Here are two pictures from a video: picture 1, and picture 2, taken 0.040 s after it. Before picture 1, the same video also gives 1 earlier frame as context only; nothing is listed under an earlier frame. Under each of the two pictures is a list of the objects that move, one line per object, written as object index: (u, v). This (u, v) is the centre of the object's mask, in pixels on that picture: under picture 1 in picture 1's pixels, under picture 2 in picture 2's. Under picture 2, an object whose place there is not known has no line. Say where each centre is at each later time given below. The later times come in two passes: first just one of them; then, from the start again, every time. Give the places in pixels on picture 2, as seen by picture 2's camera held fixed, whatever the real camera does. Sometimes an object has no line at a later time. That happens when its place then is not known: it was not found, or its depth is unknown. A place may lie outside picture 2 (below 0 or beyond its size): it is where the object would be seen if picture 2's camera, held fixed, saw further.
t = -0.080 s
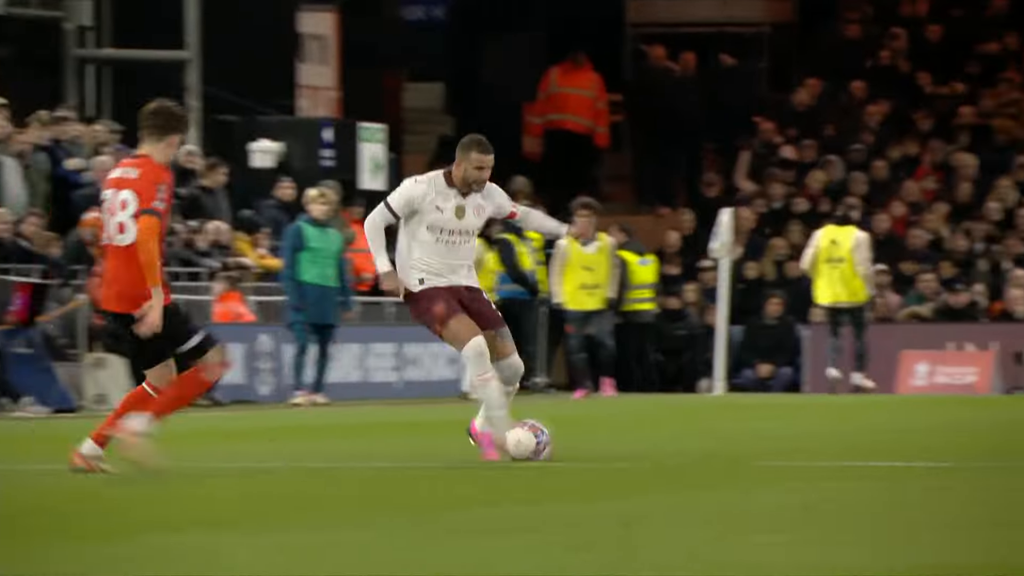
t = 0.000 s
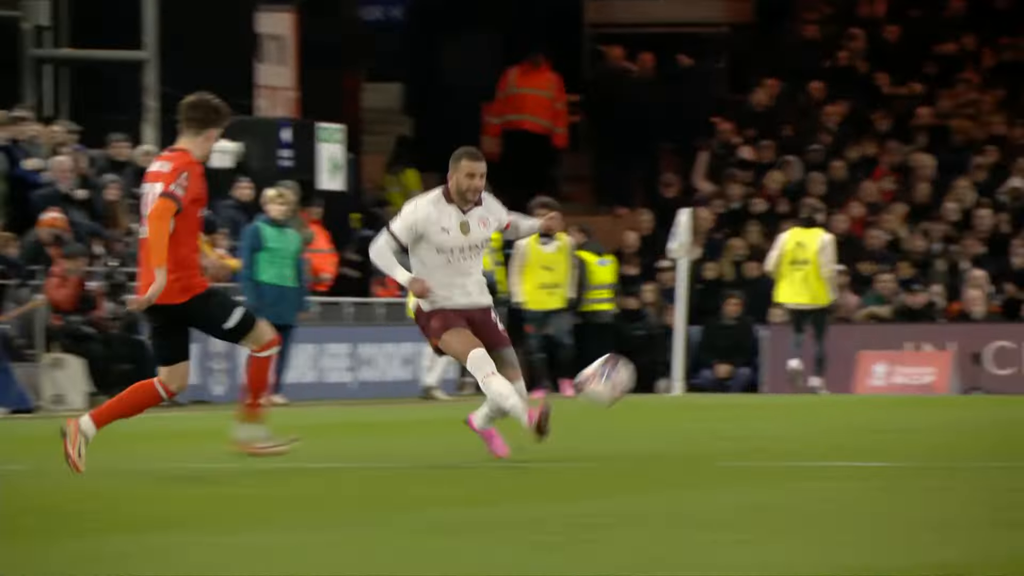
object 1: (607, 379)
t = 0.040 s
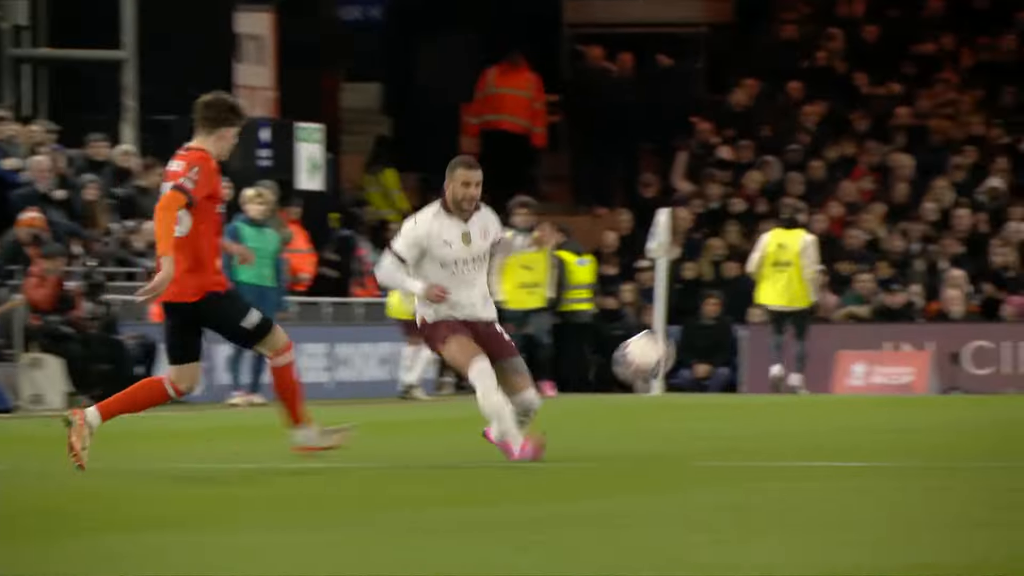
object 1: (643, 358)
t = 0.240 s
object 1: (927, 281)
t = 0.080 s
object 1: (702, 335)
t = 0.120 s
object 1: (758, 317)
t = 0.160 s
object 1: (816, 301)
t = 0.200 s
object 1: (870, 289)
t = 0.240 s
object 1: (927, 281)
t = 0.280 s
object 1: (983, 273)
